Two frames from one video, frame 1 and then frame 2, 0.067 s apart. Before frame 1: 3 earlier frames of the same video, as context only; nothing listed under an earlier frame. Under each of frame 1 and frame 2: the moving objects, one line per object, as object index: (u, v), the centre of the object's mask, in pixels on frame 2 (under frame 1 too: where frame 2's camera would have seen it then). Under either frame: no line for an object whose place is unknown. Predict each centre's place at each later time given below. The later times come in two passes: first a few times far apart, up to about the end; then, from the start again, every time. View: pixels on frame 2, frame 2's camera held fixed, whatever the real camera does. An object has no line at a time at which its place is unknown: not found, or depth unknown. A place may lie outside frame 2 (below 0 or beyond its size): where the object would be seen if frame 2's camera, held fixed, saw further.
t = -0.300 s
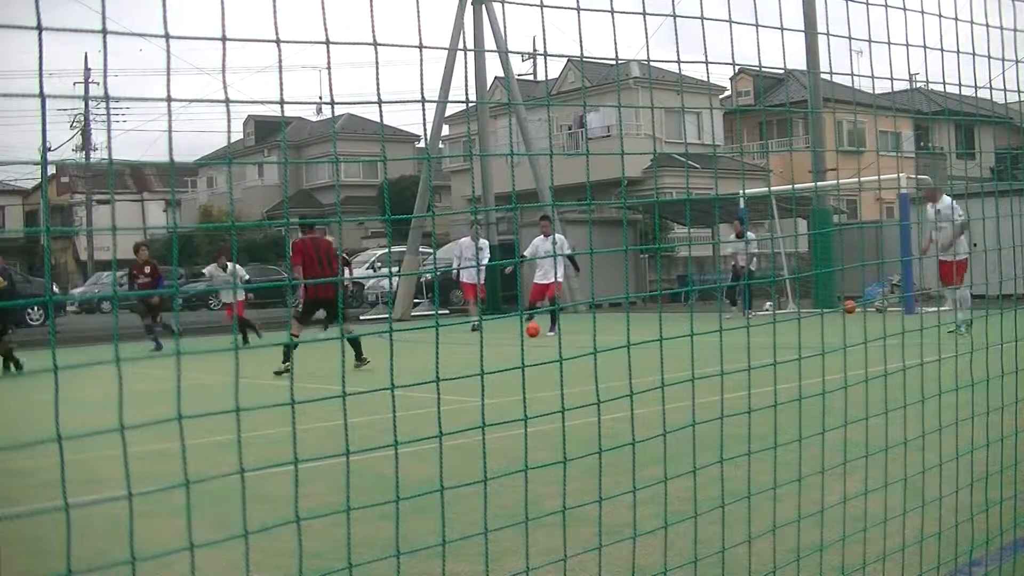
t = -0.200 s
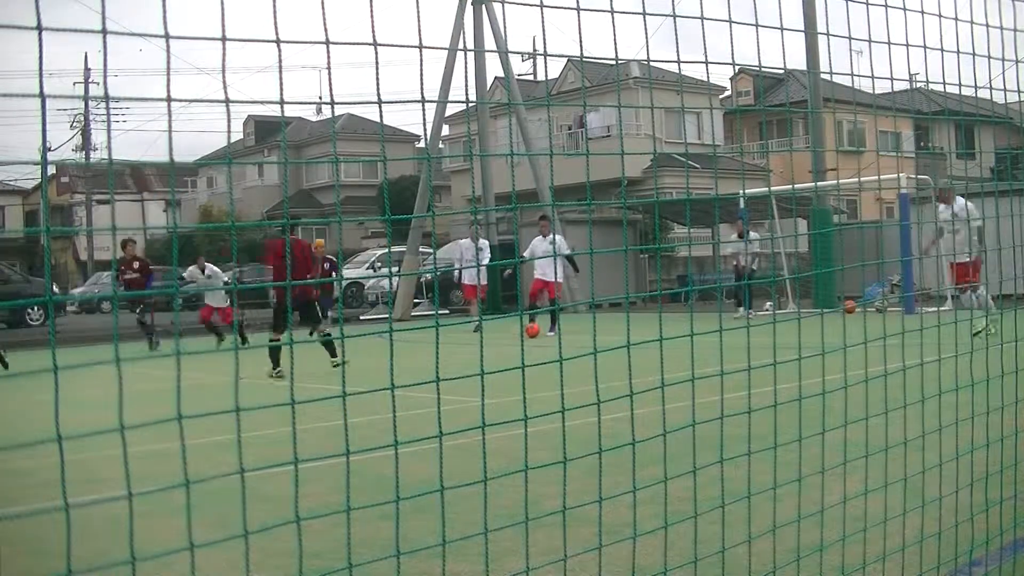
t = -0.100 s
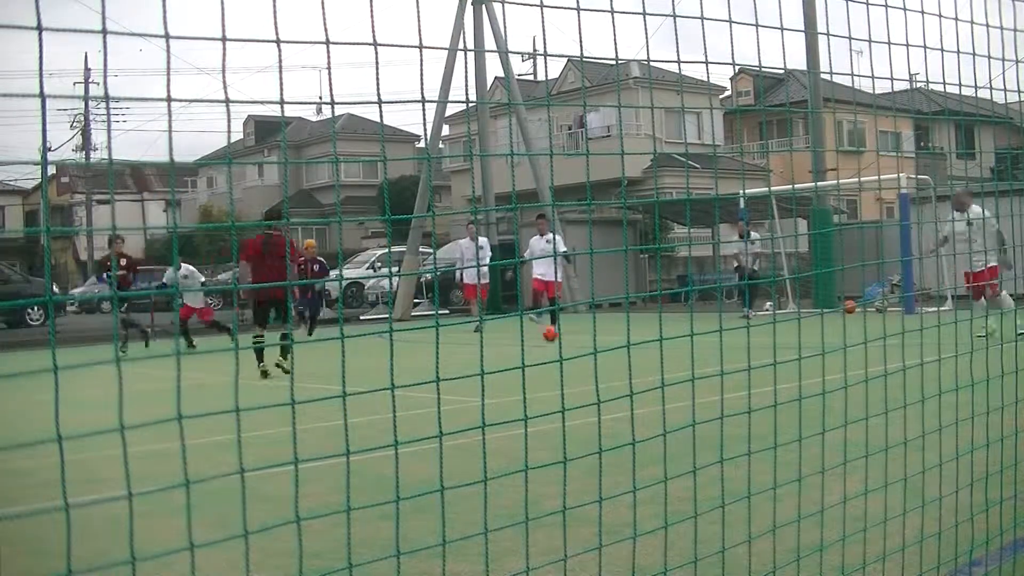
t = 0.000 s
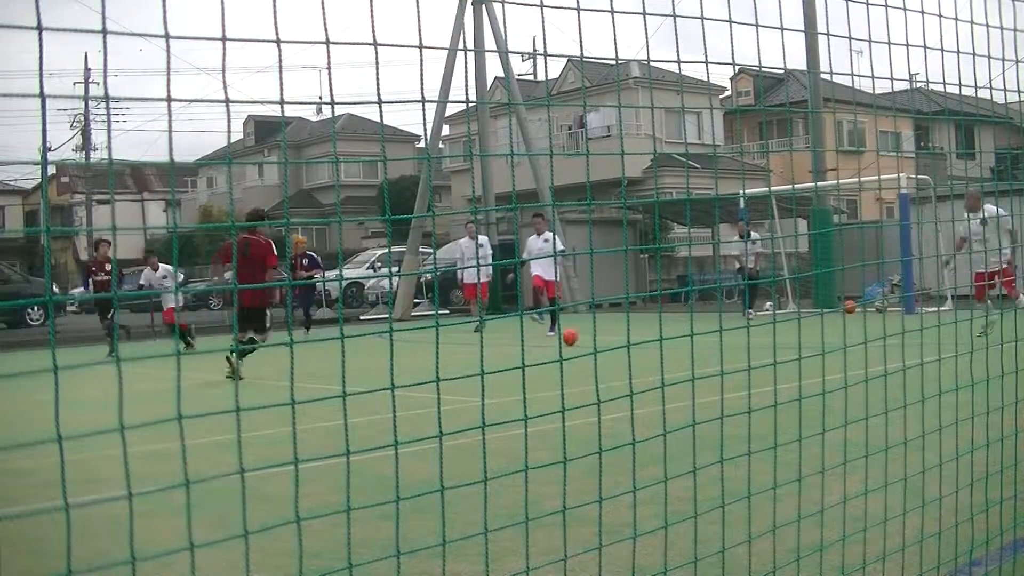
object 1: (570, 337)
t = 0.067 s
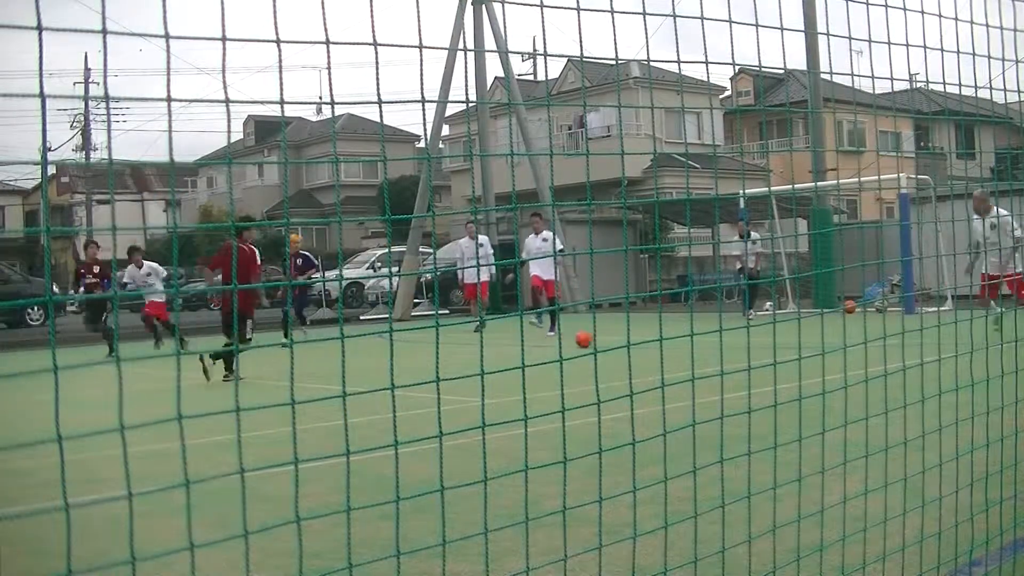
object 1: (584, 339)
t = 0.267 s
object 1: (629, 345)
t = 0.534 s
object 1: (694, 356)
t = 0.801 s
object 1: (772, 363)
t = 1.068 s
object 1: (871, 382)
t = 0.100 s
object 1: (590, 340)
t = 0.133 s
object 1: (599, 341)
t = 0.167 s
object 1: (605, 342)
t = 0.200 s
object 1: (613, 343)
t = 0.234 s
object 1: (620, 344)
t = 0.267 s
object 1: (629, 345)
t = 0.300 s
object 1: (636, 349)
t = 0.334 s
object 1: (644, 349)
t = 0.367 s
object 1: (652, 350)
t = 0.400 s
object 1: (660, 350)
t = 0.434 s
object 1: (669, 352)
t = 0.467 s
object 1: (677, 353)
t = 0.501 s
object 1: (685, 355)
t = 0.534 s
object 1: (694, 356)
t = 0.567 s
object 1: (704, 357)
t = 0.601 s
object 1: (712, 359)
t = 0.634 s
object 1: (721, 358)
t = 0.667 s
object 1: (730, 359)
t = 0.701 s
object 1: (740, 361)
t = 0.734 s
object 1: (751, 364)
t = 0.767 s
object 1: (761, 363)
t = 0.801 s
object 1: (772, 363)
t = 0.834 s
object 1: (784, 365)
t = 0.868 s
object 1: (794, 372)
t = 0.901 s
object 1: (806, 373)
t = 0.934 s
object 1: (818, 375)
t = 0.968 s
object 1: (831, 376)
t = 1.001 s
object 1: (843, 377)
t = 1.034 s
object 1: (857, 379)
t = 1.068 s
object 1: (871, 382)
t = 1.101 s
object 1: (886, 381)
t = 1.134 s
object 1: (901, 382)
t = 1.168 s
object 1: (917, 383)
